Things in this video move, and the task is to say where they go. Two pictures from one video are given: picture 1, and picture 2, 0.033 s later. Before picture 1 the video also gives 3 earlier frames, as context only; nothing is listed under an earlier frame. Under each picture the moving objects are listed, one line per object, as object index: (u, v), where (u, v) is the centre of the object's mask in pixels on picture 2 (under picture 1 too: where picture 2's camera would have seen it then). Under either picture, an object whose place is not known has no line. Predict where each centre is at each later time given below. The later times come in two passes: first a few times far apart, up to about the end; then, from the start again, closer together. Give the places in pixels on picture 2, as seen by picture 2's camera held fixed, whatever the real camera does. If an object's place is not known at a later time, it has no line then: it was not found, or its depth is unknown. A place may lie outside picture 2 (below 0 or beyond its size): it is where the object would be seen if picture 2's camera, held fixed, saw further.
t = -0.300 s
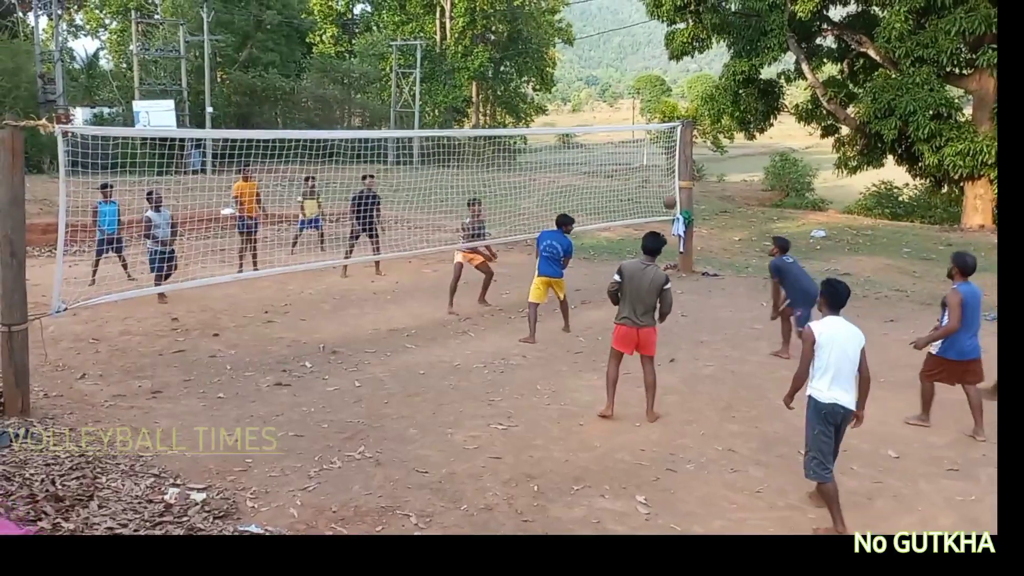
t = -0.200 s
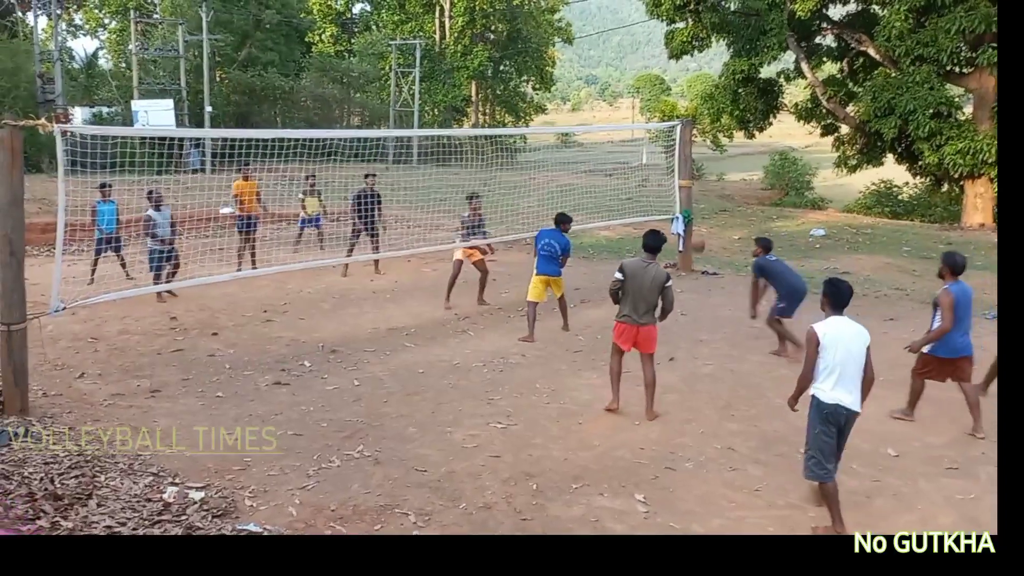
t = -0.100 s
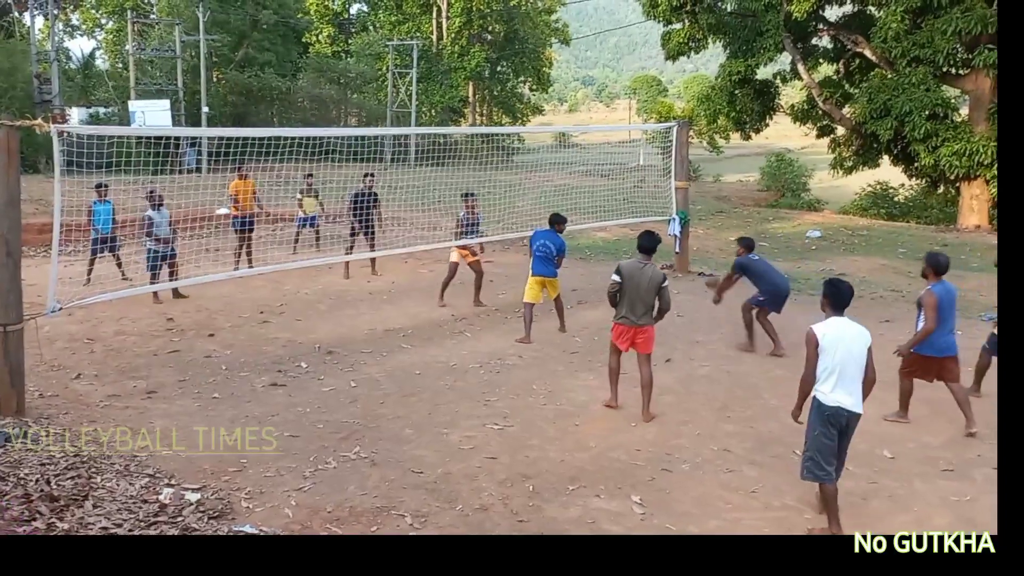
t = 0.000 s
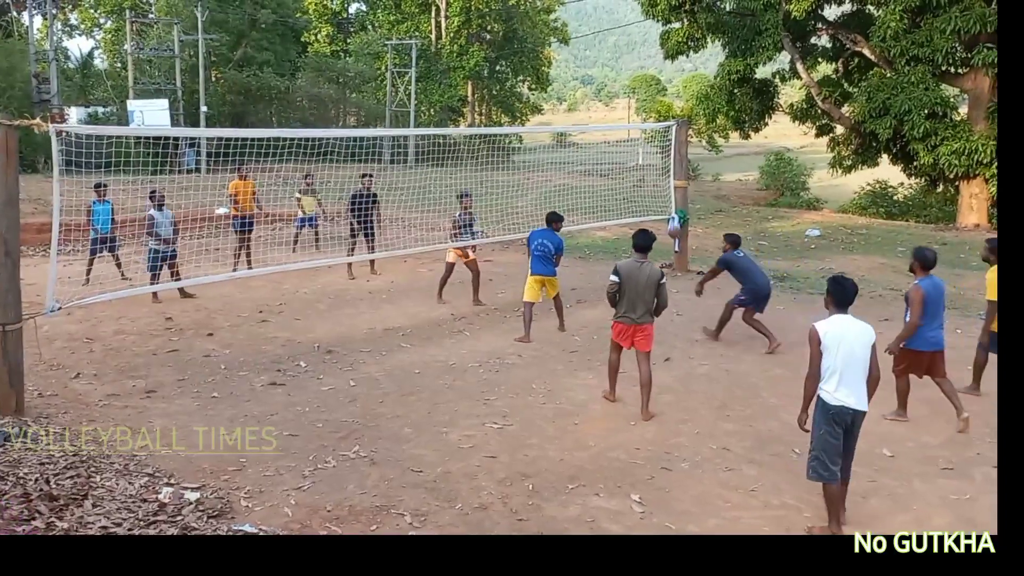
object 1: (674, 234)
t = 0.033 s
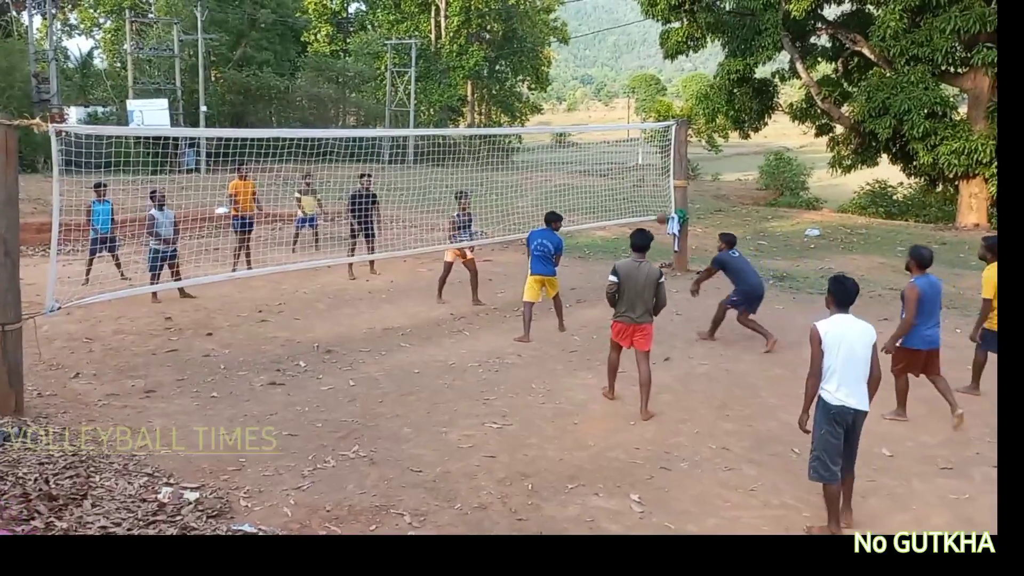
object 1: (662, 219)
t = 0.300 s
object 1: (576, 147)
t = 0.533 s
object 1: (524, 140)
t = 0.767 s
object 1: (530, 194)
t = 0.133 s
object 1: (629, 184)
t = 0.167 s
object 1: (618, 174)
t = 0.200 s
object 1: (607, 166)
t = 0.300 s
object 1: (576, 147)
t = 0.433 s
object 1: (537, 133)
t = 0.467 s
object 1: (529, 132)
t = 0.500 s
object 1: (527, 136)
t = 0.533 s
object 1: (524, 140)
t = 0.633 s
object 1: (523, 158)
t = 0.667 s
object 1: (525, 166)
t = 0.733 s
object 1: (527, 184)
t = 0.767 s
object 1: (530, 194)
